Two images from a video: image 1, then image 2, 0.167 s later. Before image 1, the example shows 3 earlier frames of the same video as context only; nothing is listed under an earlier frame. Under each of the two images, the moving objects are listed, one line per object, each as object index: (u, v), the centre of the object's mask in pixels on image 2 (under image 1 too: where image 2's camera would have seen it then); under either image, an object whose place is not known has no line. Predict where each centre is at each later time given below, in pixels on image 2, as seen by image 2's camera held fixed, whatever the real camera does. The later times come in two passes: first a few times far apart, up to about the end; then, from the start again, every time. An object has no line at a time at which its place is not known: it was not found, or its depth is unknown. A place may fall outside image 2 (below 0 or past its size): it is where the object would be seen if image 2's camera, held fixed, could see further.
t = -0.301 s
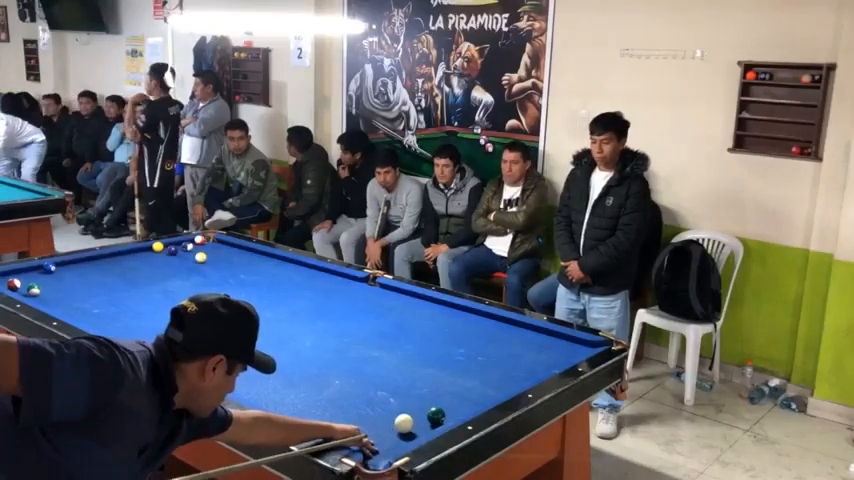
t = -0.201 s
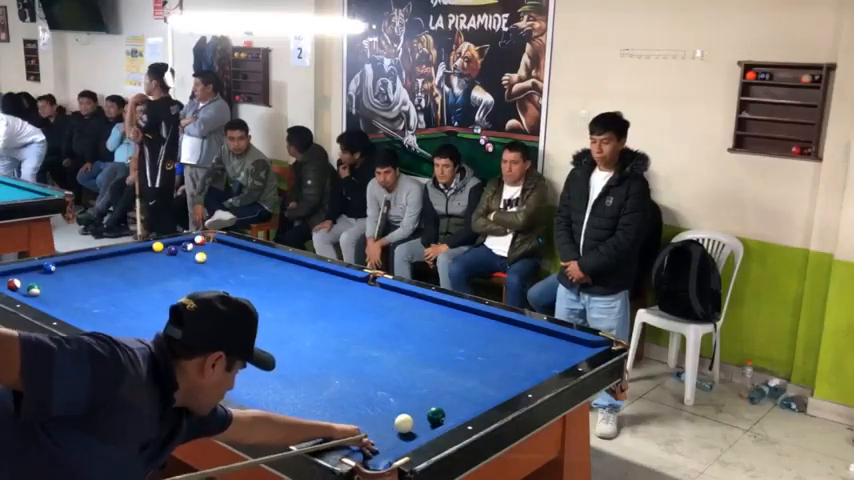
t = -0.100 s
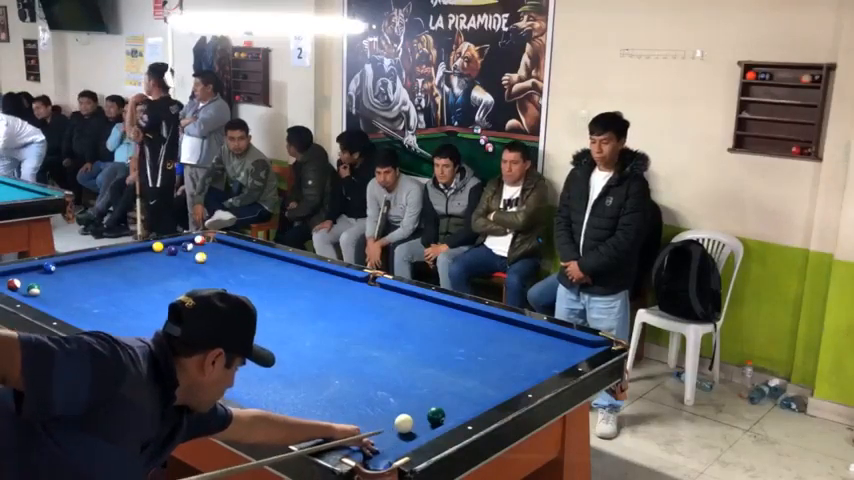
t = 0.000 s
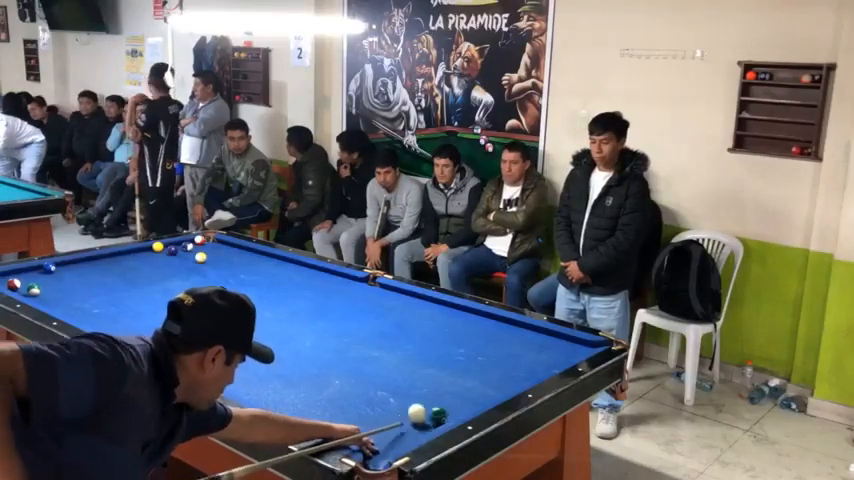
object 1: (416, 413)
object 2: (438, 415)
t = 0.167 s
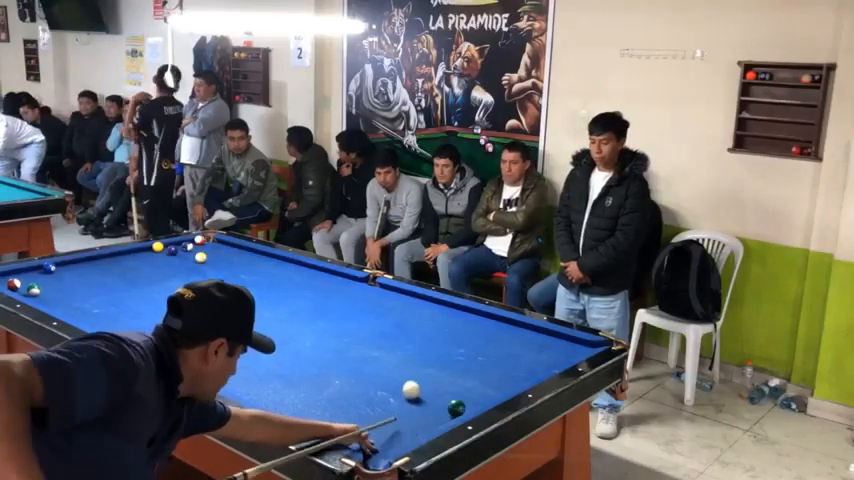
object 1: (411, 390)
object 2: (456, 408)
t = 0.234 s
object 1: (408, 383)
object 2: (456, 405)
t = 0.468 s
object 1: (398, 362)
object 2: (456, 389)
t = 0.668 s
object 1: (391, 346)
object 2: (455, 379)
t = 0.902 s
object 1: (384, 330)
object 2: (455, 367)
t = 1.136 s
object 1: (377, 315)
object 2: (454, 358)
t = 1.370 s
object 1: (372, 303)
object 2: (453, 348)
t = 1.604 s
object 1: (367, 292)
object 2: (452, 340)
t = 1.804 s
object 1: (362, 283)
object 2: (452, 333)
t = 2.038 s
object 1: (352, 281)
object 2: (450, 327)
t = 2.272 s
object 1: (337, 283)
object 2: (450, 321)
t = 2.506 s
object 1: (322, 287)
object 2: (449, 315)
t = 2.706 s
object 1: (310, 289)
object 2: (448, 311)
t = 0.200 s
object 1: (409, 386)
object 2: (456, 406)
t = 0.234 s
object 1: (408, 383)
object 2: (456, 405)
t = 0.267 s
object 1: (407, 379)
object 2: (456, 401)
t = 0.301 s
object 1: (405, 376)
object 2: (456, 400)
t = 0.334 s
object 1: (404, 373)
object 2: (456, 397)
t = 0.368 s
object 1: (403, 370)
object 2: (456, 395)
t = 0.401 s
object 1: (401, 368)
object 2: (456, 394)
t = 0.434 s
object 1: (400, 364)
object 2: (456, 391)
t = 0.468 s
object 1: (398, 362)
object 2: (456, 389)
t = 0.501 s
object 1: (397, 359)
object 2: (456, 388)
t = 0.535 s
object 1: (396, 356)
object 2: (456, 386)
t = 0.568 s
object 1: (395, 354)
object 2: (456, 385)
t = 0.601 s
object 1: (394, 351)
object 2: (455, 382)
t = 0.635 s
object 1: (393, 348)
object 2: (455, 380)
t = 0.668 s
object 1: (391, 346)
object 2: (455, 379)
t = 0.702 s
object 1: (390, 343)
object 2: (456, 377)
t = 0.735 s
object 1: (390, 341)
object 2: (455, 375)
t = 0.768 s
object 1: (388, 339)
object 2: (455, 373)
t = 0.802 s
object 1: (387, 336)
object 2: (455, 372)
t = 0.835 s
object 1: (386, 334)
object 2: (456, 371)
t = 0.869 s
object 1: (385, 332)
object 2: (455, 369)
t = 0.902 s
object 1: (384, 330)
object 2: (455, 367)
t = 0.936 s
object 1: (383, 327)
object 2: (455, 366)
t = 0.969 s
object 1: (382, 325)
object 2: (455, 365)
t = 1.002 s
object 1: (381, 323)
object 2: (455, 363)
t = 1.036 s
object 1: (380, 321)
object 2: (455, 362)
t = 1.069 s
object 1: (379, 319)
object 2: (455, 360)
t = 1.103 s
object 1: (379, 317)
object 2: (454, 359)
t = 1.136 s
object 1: (377, 315)
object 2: (454, 358)
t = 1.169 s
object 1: (377, 314)
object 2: (454, 356)
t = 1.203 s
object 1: (376, 312)
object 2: (454, 355)
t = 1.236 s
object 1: (375, 310)
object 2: (454, 353)
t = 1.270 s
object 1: (374, 308)
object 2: (453, 352)
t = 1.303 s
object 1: (374, 307)
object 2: (454, 350)
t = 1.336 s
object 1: (373, 305)
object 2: (453, 349)
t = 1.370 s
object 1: (372, 303)
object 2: (453, 348)
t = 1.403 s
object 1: (371, 301)
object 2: (453, 347)
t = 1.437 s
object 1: (370, 300)
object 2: (453, 346)
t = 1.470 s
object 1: (370, 298)
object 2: (453, 345)
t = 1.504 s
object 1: (369, 297)
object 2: (453, 344)
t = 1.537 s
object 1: (368, 295)
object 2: (453, 343)
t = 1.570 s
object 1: (367, 294)
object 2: (452, 341)
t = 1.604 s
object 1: (367, 292)
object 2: (452, 340)
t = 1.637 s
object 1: (366, 291)
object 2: (452, 339)
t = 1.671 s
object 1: (365, 289)
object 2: (452, 338)
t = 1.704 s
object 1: (365, 288)
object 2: (452, 337)
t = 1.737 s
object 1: (364, 286)
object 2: (452, 336)
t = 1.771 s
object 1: (363, 285)
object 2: (452, 335)
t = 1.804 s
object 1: (362, 283)
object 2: (452, 333)
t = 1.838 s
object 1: (362, 282)
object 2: (451, 332)
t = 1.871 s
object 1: (361, 281)
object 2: (451, 332)
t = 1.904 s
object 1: (361, 280)
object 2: (451, 331)
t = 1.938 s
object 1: (359, 279)
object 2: (451, 330)
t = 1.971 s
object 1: (356, 280)
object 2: (451, 329)
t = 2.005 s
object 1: (355, 280)
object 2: (451, 328)
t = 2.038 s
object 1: (352, 281)
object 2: (450, 327)
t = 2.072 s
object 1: (350, 281)
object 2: (450, 326)
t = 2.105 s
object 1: (348, 282)
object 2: (450, 325)
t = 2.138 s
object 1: (346, 282)
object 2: (451, 325)
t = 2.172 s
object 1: (343, 283)
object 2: (450, 324)
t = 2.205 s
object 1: (341, 283)
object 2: (450, 323)
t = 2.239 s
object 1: (339, 283)
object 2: (450, 322)
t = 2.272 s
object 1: (337, 283)
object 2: (450, 321)
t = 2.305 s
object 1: (335, 284)
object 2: (450, 320)
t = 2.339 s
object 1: (333, 285)
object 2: (450, 319)
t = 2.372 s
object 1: (331, 285)
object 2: (450, 319)
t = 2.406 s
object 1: (329, 286)
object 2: (450, 318)
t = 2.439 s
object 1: (327, 286)
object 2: (449, 318)
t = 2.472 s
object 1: (325, 286)
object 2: (449, 317)
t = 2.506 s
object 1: (322, 287)
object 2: (449, 315)
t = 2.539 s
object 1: (320, 287)
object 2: (449, 314)
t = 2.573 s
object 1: (318, 287)
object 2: (448, 314)
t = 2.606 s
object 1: (316, 288)
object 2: (448, 313)
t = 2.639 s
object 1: (314, 288)
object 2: (448, 313)
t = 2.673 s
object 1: (312, 289)
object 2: (448, 312)
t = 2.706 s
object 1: (310, 289)
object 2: (448, 311)
